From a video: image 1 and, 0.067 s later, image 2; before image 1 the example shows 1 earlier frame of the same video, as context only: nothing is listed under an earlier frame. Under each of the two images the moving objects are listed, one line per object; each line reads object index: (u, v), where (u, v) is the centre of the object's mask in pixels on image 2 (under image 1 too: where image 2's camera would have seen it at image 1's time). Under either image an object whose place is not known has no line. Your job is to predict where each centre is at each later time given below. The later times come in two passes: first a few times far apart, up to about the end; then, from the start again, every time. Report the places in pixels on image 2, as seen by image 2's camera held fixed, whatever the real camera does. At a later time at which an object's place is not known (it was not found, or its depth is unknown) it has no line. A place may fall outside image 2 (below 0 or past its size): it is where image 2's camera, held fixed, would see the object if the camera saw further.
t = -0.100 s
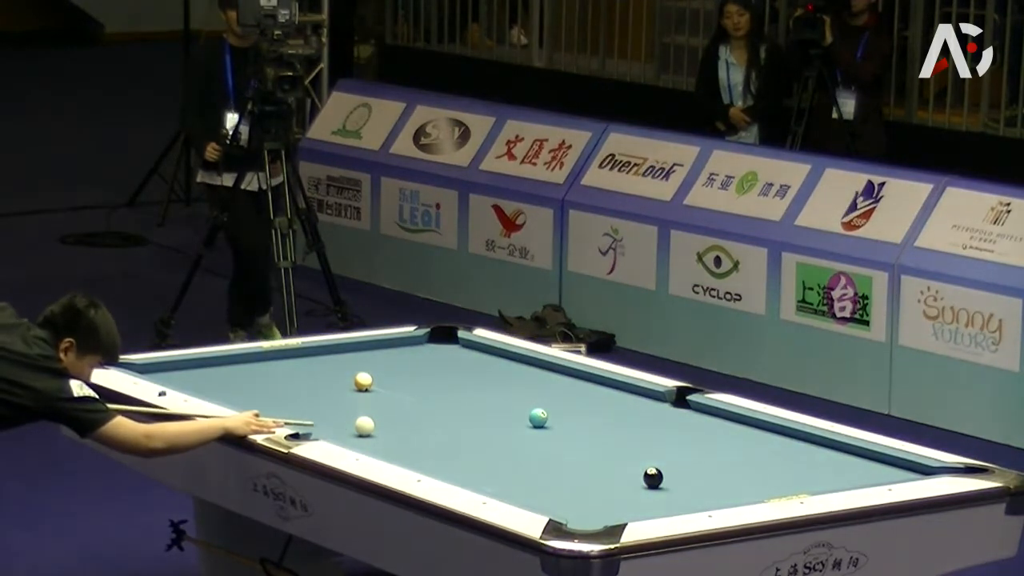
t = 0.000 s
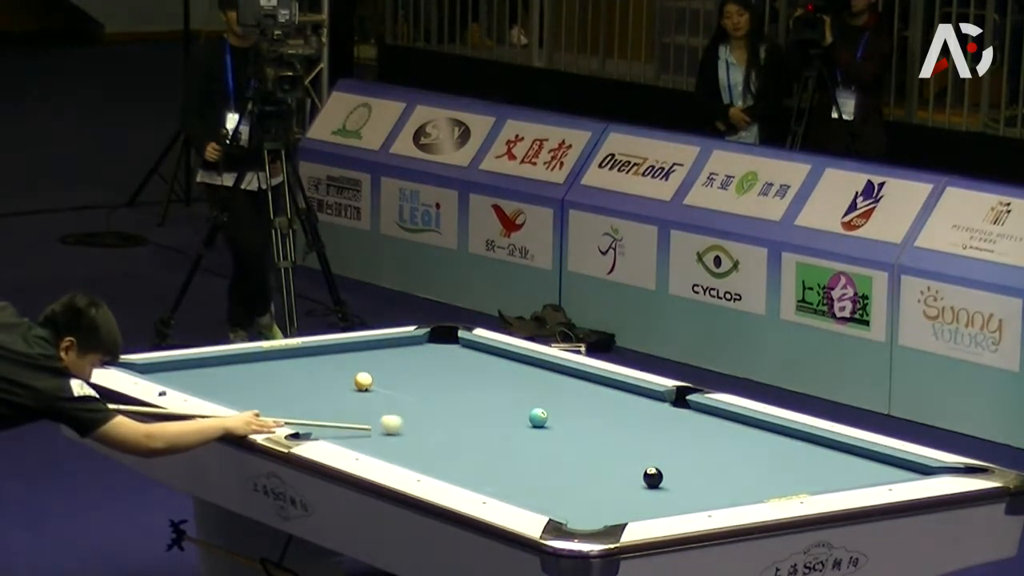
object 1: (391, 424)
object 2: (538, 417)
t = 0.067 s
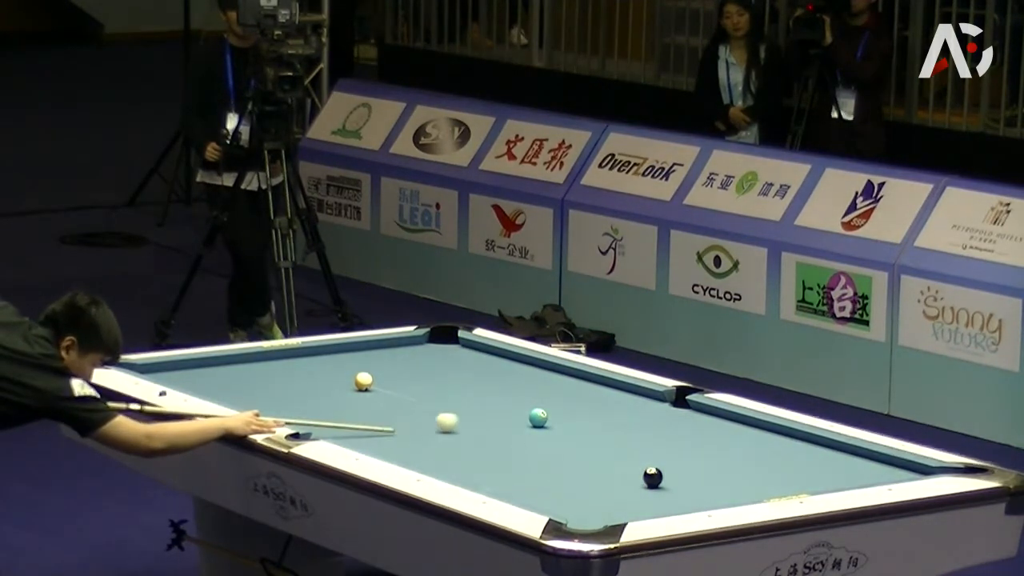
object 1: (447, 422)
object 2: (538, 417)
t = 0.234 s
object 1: (536, 423)
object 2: (571, 412)
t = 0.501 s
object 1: (583, 432)
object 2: (675, 397)
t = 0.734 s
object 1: (624, 441)
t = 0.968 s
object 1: (665, 449)
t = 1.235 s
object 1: (711, 458)
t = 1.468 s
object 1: (752, 467)
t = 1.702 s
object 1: (791, 475)
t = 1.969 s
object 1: (837, 480)
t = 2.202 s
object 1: (845, 481)
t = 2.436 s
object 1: (829, 480)
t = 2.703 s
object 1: (811, 477)
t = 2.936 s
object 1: (797, 474)
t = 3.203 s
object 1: (783, 470)
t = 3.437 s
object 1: (771, 468)
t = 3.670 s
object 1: (761, 466)
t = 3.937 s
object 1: (750, 463)
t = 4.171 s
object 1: (744, 462)
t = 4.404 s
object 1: (737, 460)
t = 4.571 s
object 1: (733, 459)
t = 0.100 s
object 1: (473, 421)
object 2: (538, 417)
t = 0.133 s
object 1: (498, 420)
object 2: (538, 417)
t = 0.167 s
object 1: (522, 420)
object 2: (539, 417)
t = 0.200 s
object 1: (530, 422)
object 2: (555, 415)
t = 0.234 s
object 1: (536, 423)
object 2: (571, 412)
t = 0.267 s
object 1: (543, 424)
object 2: (586, 410)
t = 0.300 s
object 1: (548, 425)
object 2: (601, 409)
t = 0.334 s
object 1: (554, 426)
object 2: (615, 407)
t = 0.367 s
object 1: (560, 428)
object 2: (628, 405)
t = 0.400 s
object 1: (566, 429)
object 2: (641, 403)
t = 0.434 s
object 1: (572, 430)
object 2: (653, 400)
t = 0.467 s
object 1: (578, 431)
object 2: (664, 399)
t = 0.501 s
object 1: (583, 432)
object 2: (675, 397)
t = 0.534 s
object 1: (589, 433)
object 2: (684, 397)
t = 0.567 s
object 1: (595, 435)
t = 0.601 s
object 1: (601, 436)
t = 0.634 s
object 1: (607, 437)
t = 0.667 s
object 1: (613, 438)
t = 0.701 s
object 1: (619, 439)
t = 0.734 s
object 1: (624, 441)
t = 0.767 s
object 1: (630, 442)
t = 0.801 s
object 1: (636, 443)
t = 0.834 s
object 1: (642, 444)
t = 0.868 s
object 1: (648, 445)
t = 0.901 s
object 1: (654, 447)
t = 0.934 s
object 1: (659, 448)
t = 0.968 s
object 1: (665, 449)
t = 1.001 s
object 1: (671, 450)
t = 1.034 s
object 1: (677, 451)
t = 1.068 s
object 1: (683, 452)
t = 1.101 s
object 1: (688, 454)
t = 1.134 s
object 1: (694, 455)
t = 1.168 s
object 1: (700, 456)
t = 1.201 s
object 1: (705, 457)
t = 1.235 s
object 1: (711, 458)
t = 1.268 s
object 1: (717, 459)
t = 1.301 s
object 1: (723, 461)
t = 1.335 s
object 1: (728, 462)
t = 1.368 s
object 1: (734, 463)
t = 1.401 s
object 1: (740, 464)
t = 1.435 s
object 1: (746, 465)
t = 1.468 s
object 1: (752, 467)
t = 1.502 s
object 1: (757, 468)
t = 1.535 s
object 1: (763, 469)
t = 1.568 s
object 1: (769, 470)
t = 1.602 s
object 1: (775, 471)
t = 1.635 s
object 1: (780, 472)
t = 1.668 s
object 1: (786, 473)
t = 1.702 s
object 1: (791, 475)
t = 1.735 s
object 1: (797, 476)
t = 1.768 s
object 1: (803, 477)
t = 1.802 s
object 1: (809, 478)
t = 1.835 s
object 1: (815, 479)
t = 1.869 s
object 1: (820, 480)
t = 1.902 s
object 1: (825, 480)
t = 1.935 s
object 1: (831, 481)
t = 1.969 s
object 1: (837, 480)
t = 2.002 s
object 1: (843, 480)
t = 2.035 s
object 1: (848, 481)
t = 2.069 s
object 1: (853, 482)
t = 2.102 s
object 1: (854, 482)
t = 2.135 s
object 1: (851, 481)
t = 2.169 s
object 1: (848, 481)
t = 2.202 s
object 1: (845, 481)
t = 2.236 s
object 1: (843, 480)
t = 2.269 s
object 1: (841, 480)
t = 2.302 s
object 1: (838, 479)
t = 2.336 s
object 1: (836, 480)
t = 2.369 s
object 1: (833, 480)
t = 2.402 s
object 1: (831, 480)
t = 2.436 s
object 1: (829, 480)
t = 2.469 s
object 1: (826, 480)
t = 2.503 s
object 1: (824, 480)
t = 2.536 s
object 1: (822, 480)
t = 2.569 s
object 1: (820, 480)
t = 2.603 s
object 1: (818, 479)
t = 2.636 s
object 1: (815, 478)
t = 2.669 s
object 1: (813, 478)
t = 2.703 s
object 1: (811, 477)
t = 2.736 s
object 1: (809, 477)
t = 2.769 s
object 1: (807, 476)
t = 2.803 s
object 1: (805, 476)
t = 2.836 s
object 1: (803, 475)
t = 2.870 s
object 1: (801, 475)
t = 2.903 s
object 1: (799, 474)
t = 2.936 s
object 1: (797, 474)
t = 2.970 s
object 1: (795, 473)
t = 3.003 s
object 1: (793, 473)
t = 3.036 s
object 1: (791, 473)
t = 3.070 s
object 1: (790, 472)
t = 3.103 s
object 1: (788, 472)
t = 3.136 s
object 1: (786, 471)
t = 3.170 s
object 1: (784, 471)
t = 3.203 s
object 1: (783, 470)
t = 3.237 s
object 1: (781, 470)
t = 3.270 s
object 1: (779, 470)
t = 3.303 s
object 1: (778, 469)
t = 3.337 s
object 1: (776, 469)
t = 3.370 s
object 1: (774, 469)
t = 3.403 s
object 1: (773, 468)
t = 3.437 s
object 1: (771, 468)
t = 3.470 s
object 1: (770, 468)
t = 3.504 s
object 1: (768, 467)
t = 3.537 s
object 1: (766, 467)
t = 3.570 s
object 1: (766, 467)
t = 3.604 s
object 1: (764, 466)
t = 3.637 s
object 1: (762, 466)
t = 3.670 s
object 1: (761, 466)
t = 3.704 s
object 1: (759, 465)
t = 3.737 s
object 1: (758, 465)
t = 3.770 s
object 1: (758, 465)
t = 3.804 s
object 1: (755, 465)
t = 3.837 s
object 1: (754, 464)
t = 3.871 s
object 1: (753, 464)
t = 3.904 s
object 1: (752, 464)
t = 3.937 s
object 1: (750, 463)
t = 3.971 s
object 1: (750, 463)
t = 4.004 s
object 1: (748, 463)
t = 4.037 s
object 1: (748, 463)
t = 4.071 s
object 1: (746, 462)
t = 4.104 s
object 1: (745, 462)
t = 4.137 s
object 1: (744, 462)
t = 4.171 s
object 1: (744, 462)
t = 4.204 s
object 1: (742, 461)
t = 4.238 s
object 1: (742, 461)
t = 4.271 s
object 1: (741, 461)
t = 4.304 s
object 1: (740, 461)
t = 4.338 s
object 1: (739, 460)
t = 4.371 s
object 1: (738, 460)
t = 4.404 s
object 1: (737, 460)
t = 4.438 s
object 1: (736, 460)
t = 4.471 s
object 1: (735, 460)
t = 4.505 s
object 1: (734, 460)
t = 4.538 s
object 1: (733, 459)
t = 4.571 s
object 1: (733, 459)
